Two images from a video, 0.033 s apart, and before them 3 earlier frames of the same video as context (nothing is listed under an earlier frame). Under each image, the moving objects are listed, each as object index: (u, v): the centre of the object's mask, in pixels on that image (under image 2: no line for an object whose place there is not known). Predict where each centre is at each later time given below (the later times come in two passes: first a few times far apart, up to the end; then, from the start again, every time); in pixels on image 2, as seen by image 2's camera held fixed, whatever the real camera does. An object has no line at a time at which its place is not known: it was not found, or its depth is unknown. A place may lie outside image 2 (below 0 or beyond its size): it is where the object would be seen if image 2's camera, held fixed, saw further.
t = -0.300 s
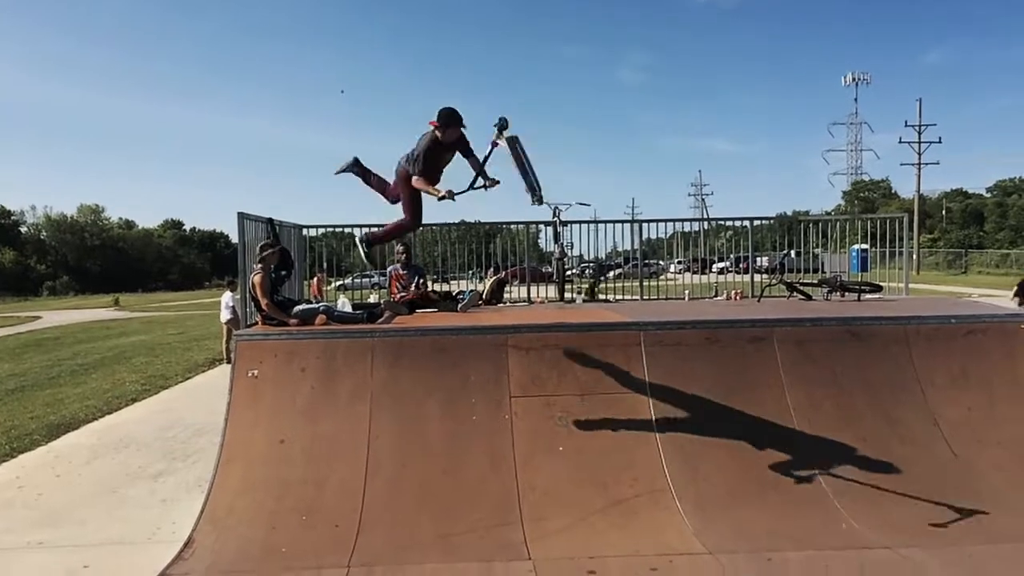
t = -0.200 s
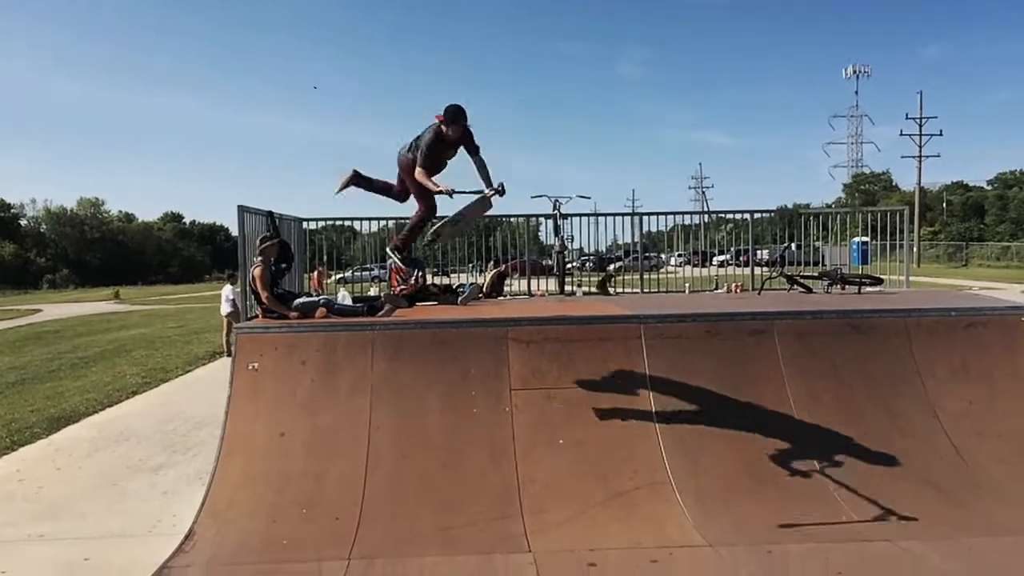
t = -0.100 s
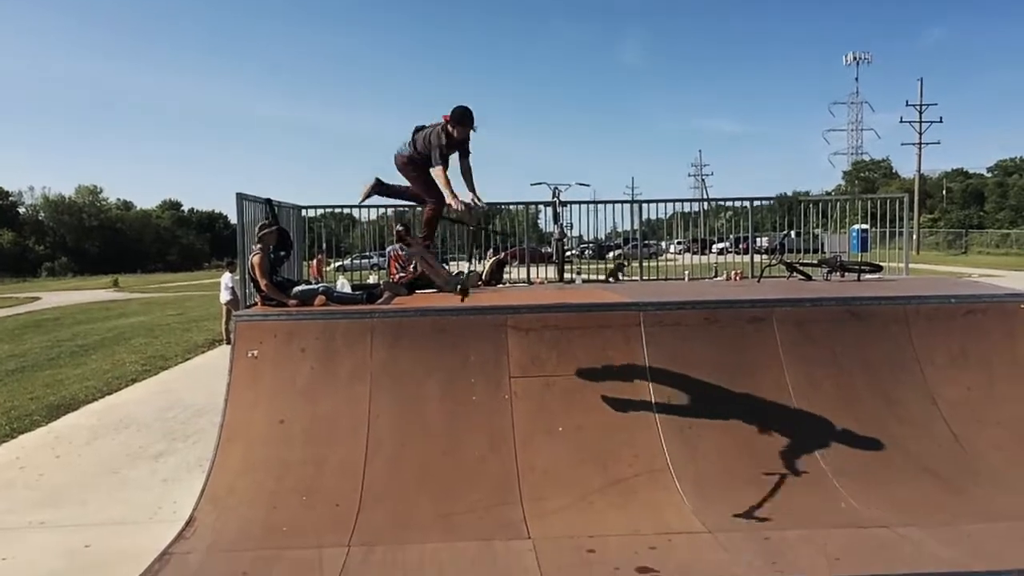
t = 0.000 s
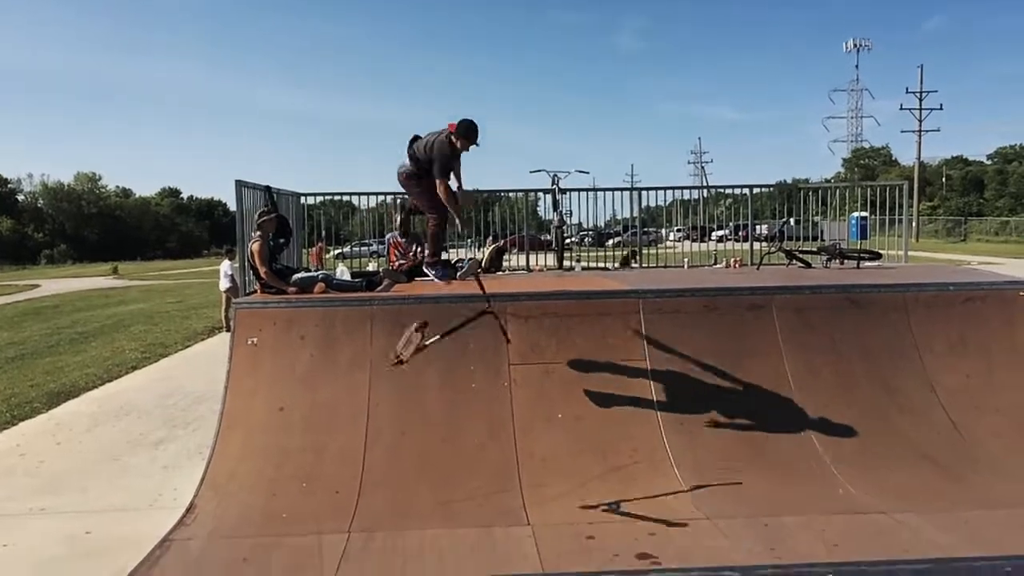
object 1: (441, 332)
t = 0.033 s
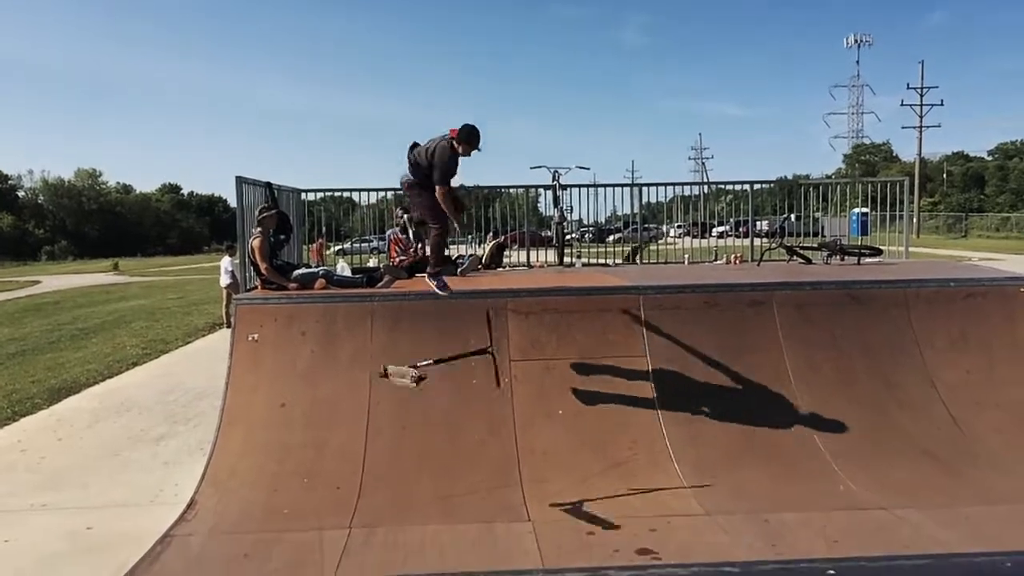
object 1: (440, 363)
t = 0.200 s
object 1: (403, 469)
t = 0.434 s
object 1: (361, 465)
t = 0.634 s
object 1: (333, 493)
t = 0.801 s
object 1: (307, 524)
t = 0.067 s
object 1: (427, 396)
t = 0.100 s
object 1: (412, 428)
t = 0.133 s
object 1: (389, 459)
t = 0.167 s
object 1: (397, 457)
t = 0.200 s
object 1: (403, 469)
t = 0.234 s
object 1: (390, 465)
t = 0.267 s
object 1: (372, 457)
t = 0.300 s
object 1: (367, 447)
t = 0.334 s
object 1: (374, 454)
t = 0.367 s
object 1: (374, 452)
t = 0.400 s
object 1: (369, 457)
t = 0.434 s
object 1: (361, 465)
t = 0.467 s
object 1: (348, 483)
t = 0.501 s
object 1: (344, 493)
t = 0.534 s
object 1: (338, 486)
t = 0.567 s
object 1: (332, 482)
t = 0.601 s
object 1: (329, 486)
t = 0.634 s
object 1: (333, 493)
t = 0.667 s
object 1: (334, 493)
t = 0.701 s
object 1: (318, 519)
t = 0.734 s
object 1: (314, 517)
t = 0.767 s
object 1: (310, 522)
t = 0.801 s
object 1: (307, 524)
